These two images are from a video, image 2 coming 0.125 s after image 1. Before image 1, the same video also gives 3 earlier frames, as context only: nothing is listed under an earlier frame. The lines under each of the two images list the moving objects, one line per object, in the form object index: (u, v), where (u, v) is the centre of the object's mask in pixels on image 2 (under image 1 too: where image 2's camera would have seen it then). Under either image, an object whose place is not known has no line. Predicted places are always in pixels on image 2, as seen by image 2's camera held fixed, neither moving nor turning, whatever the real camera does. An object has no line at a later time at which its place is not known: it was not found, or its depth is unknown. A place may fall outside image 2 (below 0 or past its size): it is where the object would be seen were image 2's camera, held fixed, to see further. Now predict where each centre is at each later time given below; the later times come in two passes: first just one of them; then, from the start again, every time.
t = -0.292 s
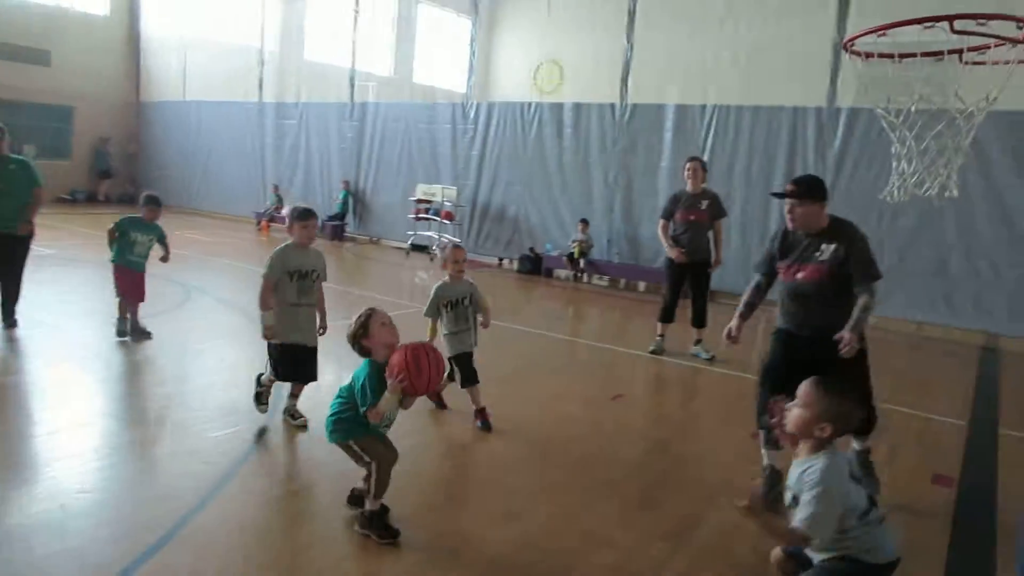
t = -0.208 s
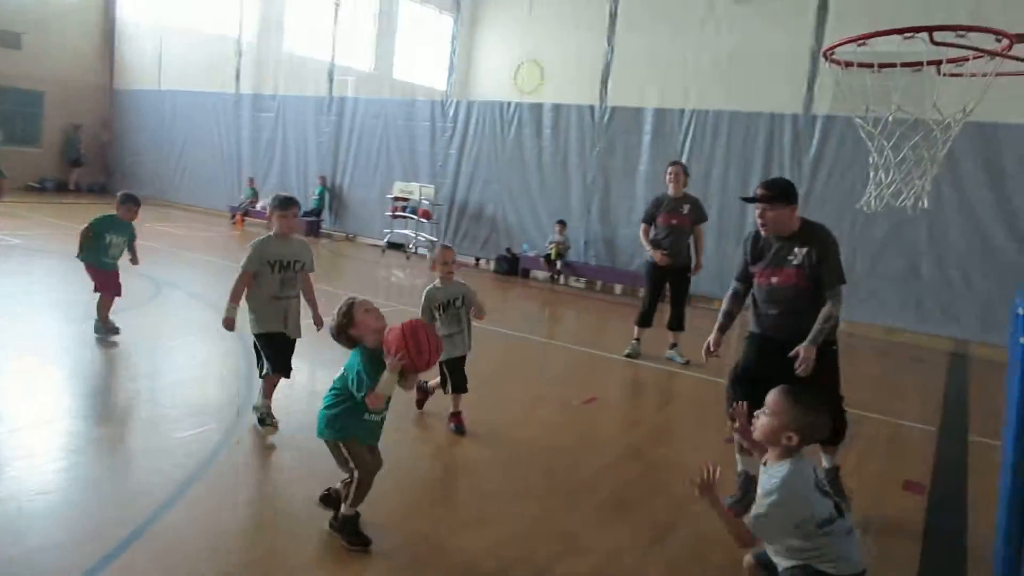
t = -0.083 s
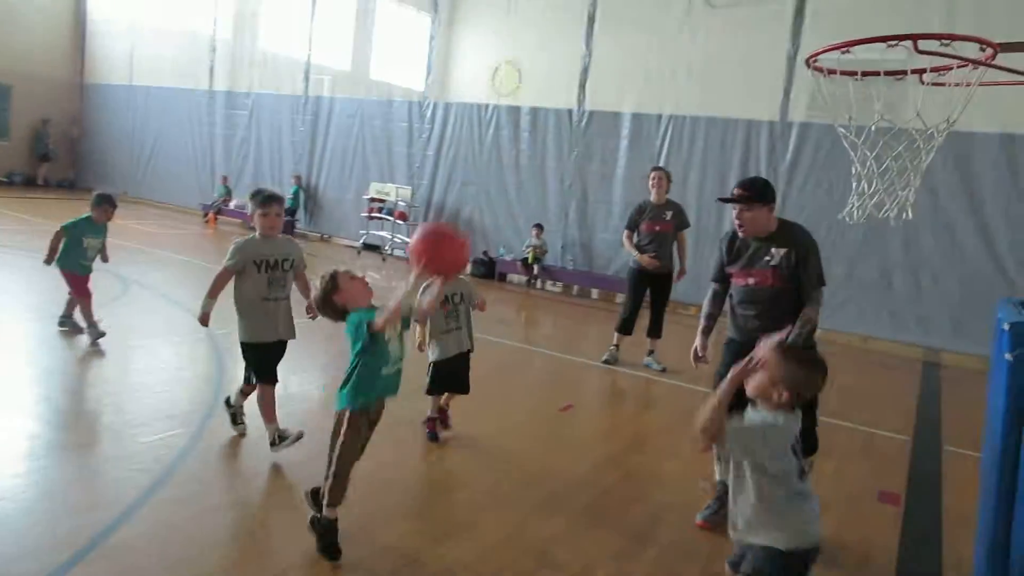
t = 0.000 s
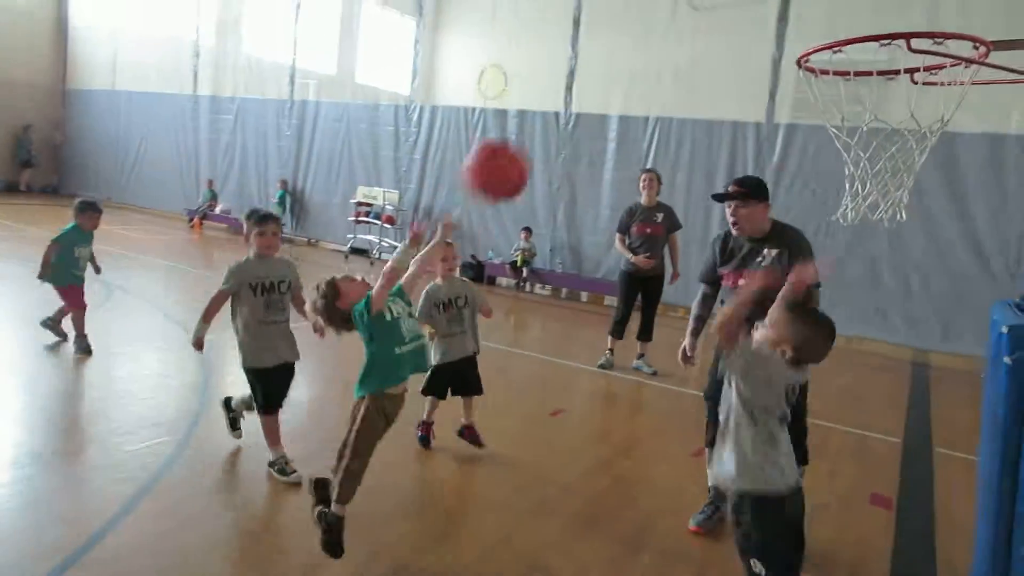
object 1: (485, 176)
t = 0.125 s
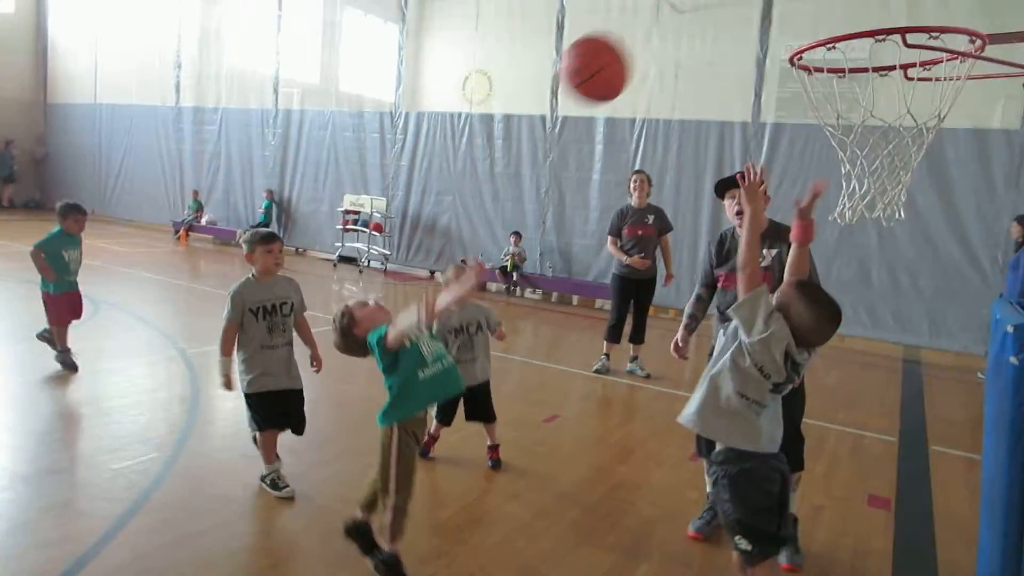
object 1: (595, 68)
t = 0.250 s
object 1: (712, 14)
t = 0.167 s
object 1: (634, 40)
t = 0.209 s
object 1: (673, 23)
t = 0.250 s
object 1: (712, 14)
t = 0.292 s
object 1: (751, 5)
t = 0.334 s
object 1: (793, -1)
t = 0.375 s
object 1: (834, 0)
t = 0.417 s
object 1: (875, 2)
